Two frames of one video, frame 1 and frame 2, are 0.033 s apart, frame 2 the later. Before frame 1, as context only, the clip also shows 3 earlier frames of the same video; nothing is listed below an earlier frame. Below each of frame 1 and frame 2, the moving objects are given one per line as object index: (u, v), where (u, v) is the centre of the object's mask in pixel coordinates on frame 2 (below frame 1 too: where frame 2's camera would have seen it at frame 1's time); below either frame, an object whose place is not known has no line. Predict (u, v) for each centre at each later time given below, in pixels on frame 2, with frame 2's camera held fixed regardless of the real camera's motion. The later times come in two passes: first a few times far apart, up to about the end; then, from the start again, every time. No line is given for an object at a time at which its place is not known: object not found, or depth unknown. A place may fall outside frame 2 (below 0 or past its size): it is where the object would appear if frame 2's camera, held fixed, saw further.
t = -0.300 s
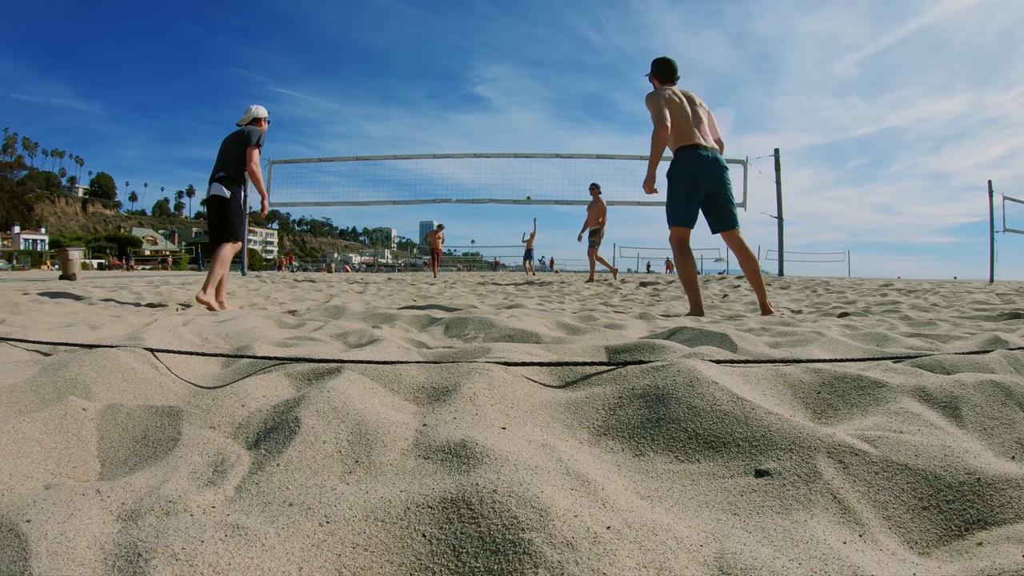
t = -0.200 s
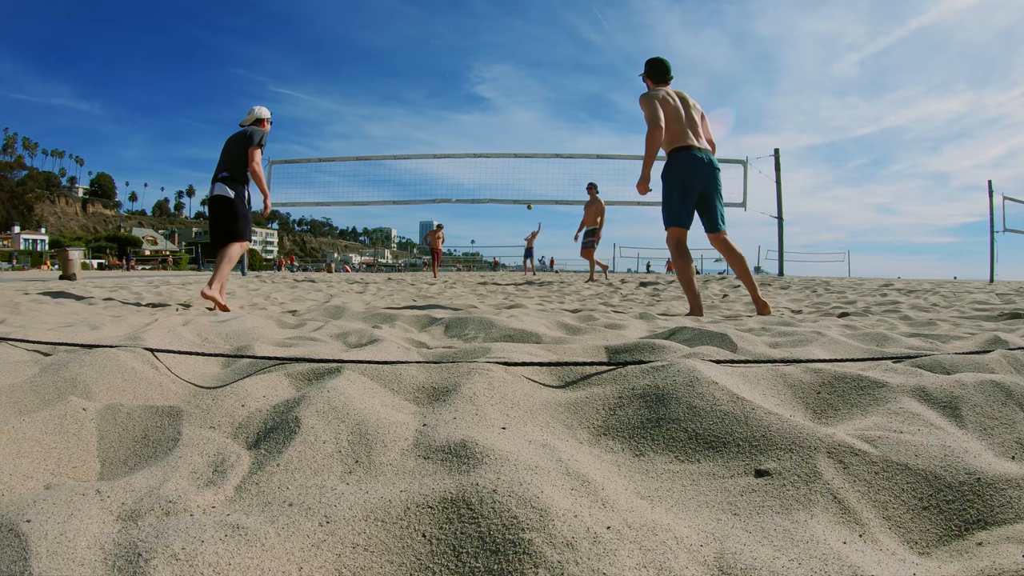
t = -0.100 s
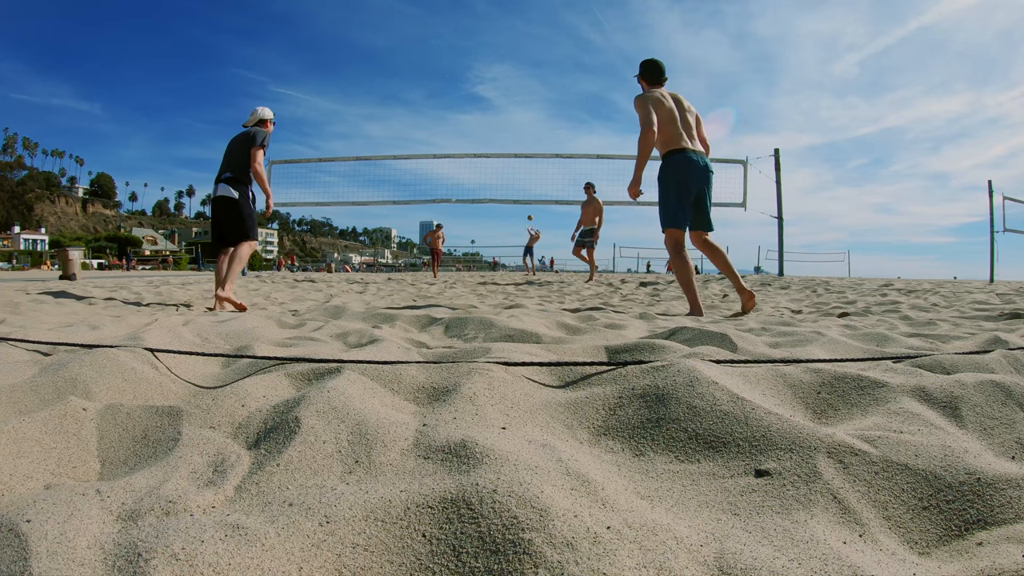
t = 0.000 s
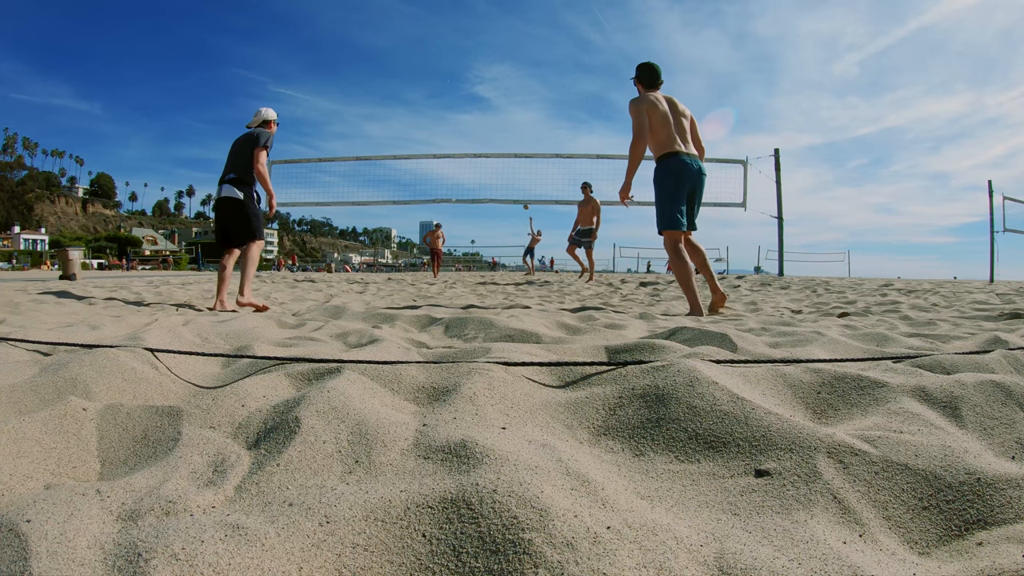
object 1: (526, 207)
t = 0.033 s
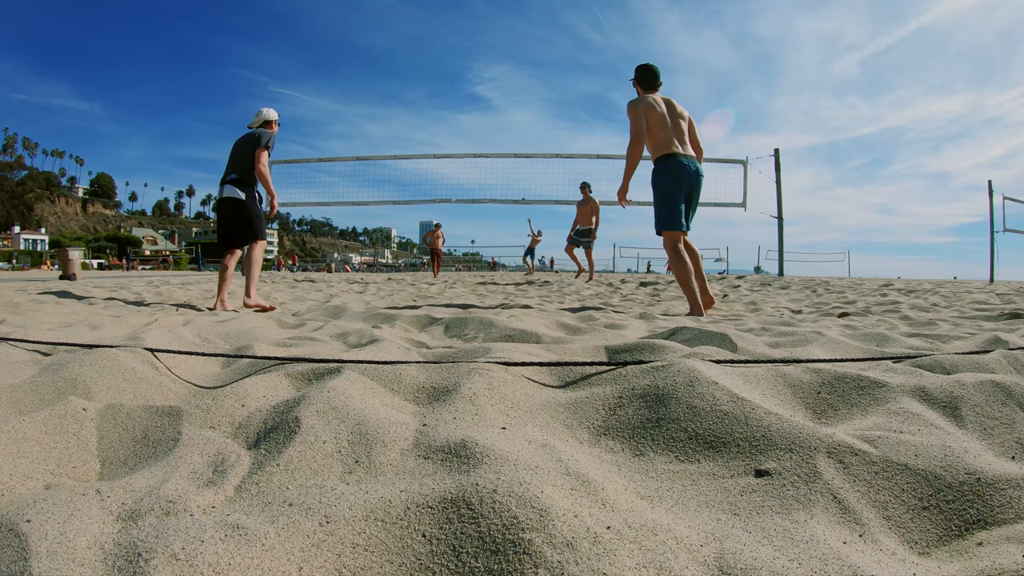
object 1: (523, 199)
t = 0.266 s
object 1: (506, 161)
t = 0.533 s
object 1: (477, 123)
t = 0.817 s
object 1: (418, 103)
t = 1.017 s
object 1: (333, 122)
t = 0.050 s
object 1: (522, 198)
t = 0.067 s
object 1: (521, 195)
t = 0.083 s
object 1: (521, 192)
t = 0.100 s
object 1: (519, 189)
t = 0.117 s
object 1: (518, 186)
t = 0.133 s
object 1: (517, 183)
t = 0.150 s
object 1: (516, 180)
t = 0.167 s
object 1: (515, 177)
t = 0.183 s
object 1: (513, 174)
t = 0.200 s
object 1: (512, 172)
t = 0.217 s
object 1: (511, 169)
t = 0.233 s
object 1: (509, 166)
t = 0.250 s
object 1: (508, 164)
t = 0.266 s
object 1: (506, 161)
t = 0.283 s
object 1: (505, 160)
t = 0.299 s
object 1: (503, 159)
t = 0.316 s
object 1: (502, 151)
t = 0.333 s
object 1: (500, 150)
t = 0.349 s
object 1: (499, 148)
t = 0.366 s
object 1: (497, 146)
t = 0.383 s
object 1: (495, 143)
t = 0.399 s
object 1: (493, 141)
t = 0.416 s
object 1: (492, 139)
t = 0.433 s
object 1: (490, 136)
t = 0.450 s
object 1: (488, 134)
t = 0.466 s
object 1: (486, 132)
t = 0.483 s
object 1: (483, 130)
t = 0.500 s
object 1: (481, 128)
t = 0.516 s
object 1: (479, 126)
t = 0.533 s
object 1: (477, 123)
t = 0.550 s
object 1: (474, 122)
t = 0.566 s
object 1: (472, 120)
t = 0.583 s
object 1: (469, 118)
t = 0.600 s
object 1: (466, 116)
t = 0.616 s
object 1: (464, 114)
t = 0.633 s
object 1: (461, 113)
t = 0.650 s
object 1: (458, 112)
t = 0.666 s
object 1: (455, 110)
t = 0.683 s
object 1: (451, 109)
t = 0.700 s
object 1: (448, 108)
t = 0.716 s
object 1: (444, 106)
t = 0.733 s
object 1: (440, 105)
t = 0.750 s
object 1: (436, 104)
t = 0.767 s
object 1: (432, 104)
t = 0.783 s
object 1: (428, 103)
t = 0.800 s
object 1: (423, 103)
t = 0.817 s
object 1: (418, 103)
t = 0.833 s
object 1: (413, 103)
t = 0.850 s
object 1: (408, 103)
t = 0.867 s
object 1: (402, 104)
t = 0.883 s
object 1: (396, 104)
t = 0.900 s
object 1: (390, 105)
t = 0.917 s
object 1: (383, 106)
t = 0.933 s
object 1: (376, 108)
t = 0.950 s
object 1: (368, 110)
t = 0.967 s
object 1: (360, 112)
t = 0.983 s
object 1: (352, 115)
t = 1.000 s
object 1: (342, 118)
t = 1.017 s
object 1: (333, 122)
